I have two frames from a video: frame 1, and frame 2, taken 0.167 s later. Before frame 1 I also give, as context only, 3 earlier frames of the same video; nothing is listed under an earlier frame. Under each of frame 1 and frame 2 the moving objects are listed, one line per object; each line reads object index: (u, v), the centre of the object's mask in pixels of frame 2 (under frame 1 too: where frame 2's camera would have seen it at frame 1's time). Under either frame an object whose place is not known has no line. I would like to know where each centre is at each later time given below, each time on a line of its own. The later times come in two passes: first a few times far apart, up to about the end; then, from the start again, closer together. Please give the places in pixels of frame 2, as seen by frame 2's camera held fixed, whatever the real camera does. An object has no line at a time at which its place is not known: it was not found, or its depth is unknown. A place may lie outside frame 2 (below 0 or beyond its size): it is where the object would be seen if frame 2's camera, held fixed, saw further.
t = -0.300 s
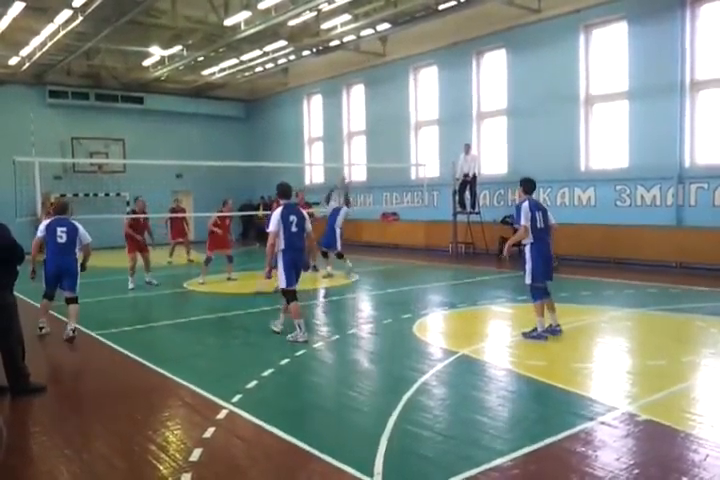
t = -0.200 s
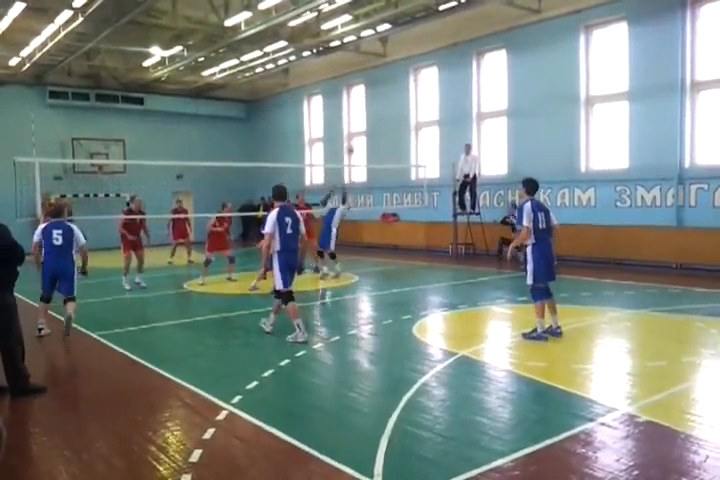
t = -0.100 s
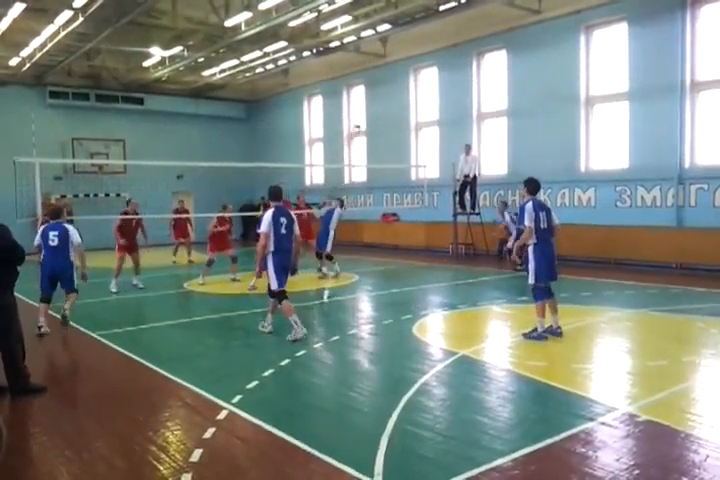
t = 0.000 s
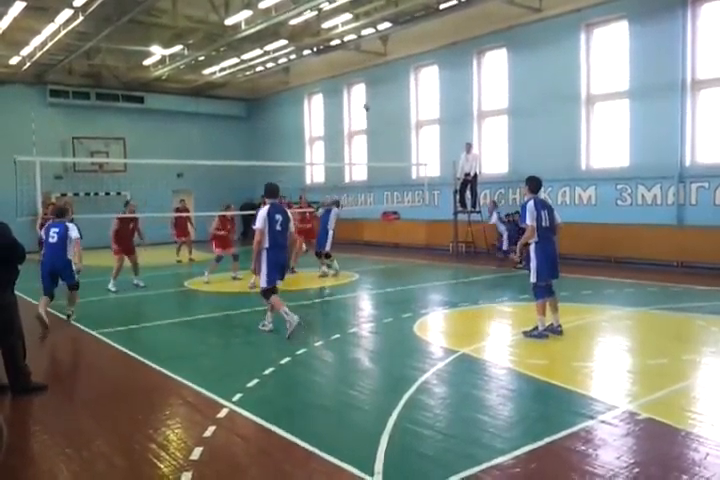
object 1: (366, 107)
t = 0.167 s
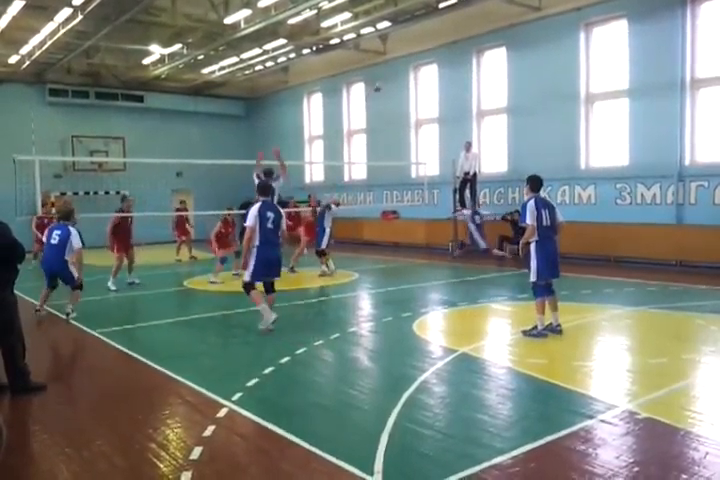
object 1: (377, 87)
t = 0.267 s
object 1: (384, 82)
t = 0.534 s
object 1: (402, 91)
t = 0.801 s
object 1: (419, 125)
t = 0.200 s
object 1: (379, 85)
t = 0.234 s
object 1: (382, 84)
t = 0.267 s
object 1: (384, 82)
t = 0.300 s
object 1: (386, 82)
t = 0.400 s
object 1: (393, 83)
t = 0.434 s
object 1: (394, 84)
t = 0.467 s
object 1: (397, 86)
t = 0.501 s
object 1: (399, 88)
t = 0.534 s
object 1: (402, 91)
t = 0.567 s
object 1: (404, 92)
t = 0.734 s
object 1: (416, 116)
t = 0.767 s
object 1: (418, 122)
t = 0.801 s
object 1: (419, 125)
